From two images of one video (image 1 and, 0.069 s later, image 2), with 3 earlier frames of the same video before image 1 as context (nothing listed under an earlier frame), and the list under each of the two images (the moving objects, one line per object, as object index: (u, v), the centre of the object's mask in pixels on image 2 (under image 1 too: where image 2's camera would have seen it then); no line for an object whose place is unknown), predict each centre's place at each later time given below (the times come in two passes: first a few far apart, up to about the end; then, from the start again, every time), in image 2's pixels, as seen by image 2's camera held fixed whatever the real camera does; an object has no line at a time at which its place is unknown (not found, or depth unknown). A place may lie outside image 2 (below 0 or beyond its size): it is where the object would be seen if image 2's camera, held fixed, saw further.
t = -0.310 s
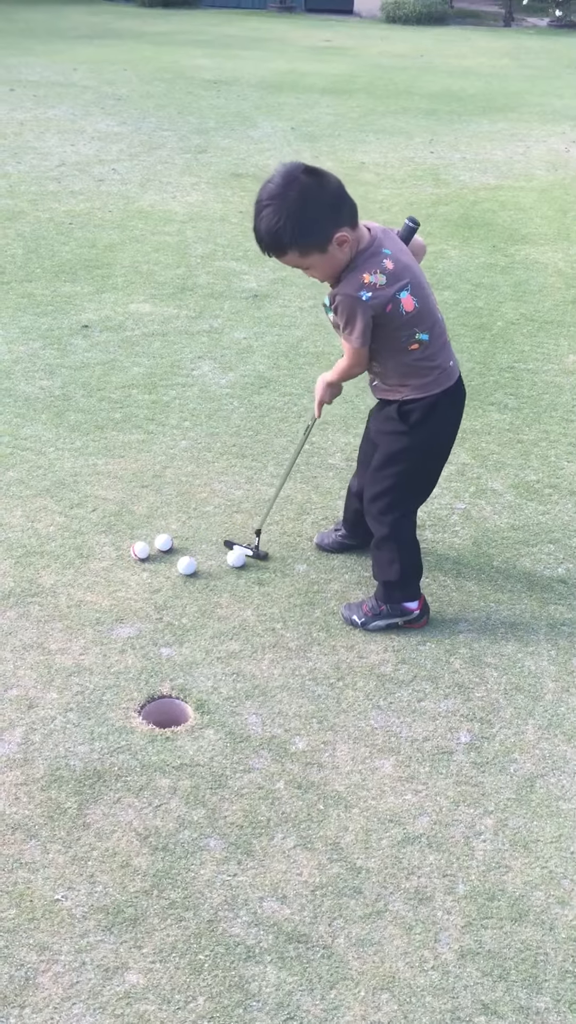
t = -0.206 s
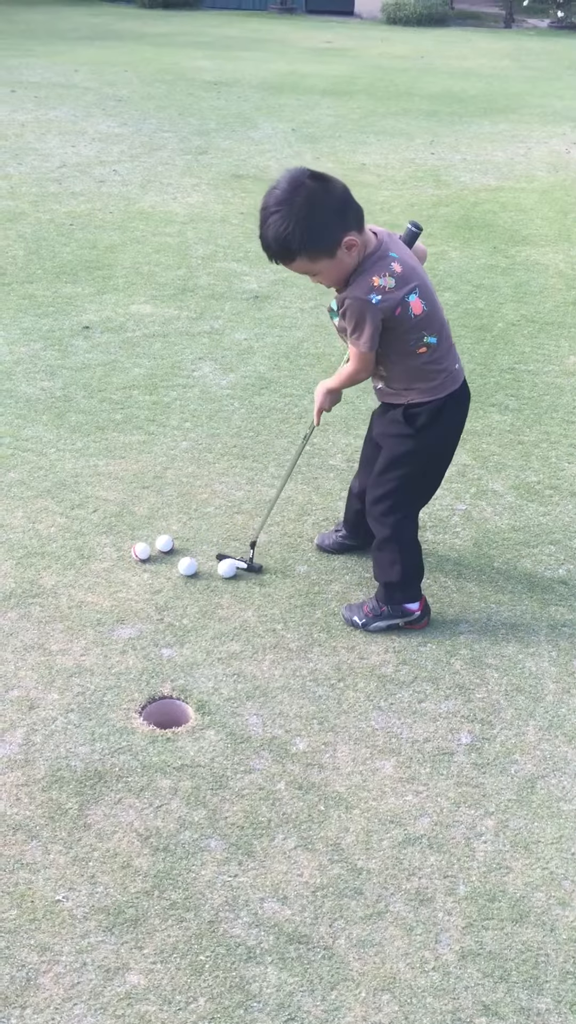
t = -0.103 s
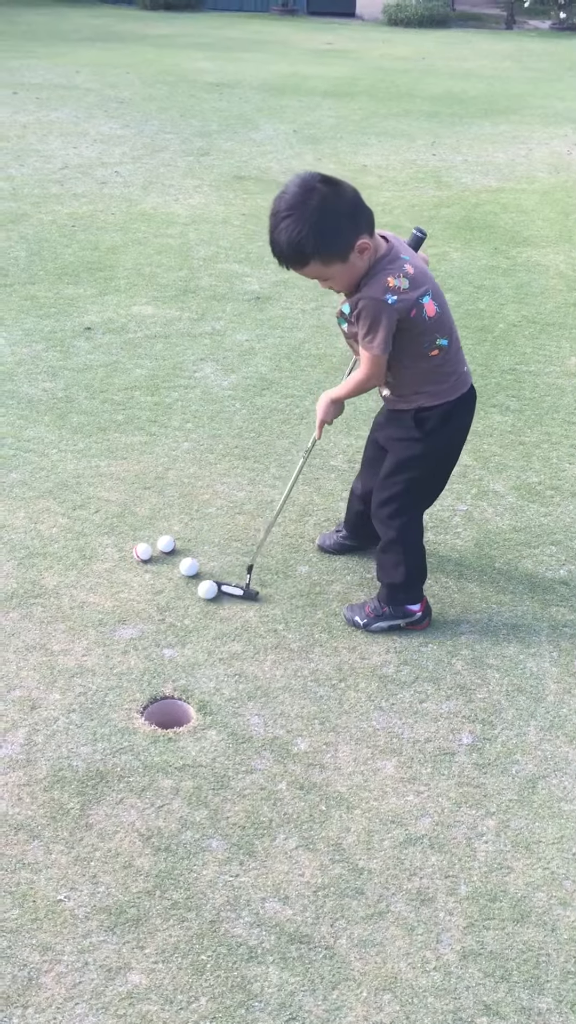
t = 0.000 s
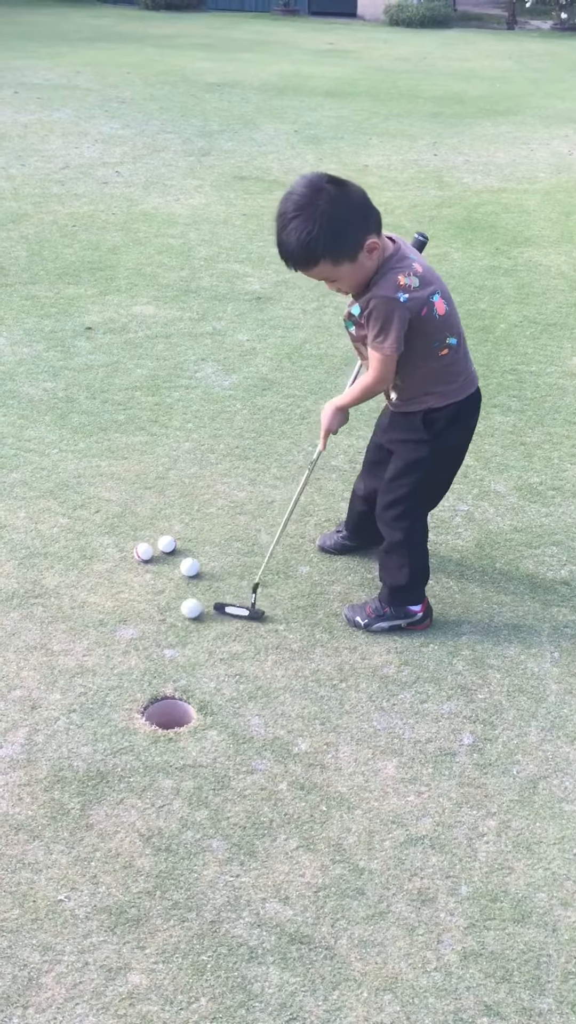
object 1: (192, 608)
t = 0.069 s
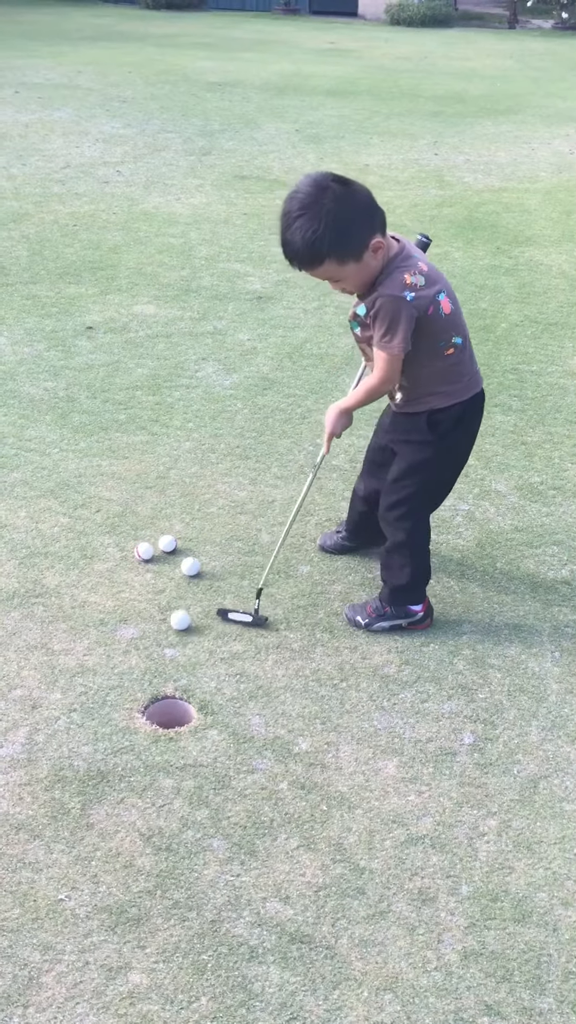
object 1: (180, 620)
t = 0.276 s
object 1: (148, 653)
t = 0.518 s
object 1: (112, 682)
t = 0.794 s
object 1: (89, 702)
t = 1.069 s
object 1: (87, 707)
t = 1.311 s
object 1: (87, 707)
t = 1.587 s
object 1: (87, 708)
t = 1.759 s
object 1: (87, 708)
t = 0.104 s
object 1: (175, 626)
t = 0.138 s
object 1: (169, 632)
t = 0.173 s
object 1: (164, 638)
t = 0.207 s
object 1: (158, 643)
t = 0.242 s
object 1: (153, 648)
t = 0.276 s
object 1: (148, 653)
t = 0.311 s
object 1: (142, 658)
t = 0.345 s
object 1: (137, 662)
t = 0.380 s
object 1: (132, 667)
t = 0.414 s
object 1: (127, 670)
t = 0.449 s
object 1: (122, 675)
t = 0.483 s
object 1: (117, 678)
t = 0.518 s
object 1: (112, 682)
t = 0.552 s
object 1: (108, 685)
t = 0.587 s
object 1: (104, 689)
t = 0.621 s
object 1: (101, 691)
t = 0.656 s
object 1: (98, 695)
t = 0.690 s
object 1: (95, 697)
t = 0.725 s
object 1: (93, 698)
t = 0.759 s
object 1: (90, 701)
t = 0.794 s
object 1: (89, 702)
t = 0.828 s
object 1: (88, 704)
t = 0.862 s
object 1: (87, 705)
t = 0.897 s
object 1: (87, 706)
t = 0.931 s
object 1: (87, 707)
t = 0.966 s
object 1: (87, 707)
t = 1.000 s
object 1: (87, 707)
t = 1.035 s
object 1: (87, 707)
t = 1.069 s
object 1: (87, 707)
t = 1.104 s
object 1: (87, 707)
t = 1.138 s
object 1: (87, 708)
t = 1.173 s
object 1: (87, 707)
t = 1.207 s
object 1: (87, 707)
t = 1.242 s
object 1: (87, 707)
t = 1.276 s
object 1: (87, 707)
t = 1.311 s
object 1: (87, 707)
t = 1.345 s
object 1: (87, 707)
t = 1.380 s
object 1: (87, 707)
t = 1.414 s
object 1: (87, 707)
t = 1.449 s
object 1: (87, 708)
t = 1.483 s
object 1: (87, 708)
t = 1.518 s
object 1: (87, 708)
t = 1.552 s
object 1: (87, 708)
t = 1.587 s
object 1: (87, 708)
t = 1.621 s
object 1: (87, 707)
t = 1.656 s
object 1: (87, 708)
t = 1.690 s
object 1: (87, 708)
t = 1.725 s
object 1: (87, 708)
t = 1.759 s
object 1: (87, 708)
